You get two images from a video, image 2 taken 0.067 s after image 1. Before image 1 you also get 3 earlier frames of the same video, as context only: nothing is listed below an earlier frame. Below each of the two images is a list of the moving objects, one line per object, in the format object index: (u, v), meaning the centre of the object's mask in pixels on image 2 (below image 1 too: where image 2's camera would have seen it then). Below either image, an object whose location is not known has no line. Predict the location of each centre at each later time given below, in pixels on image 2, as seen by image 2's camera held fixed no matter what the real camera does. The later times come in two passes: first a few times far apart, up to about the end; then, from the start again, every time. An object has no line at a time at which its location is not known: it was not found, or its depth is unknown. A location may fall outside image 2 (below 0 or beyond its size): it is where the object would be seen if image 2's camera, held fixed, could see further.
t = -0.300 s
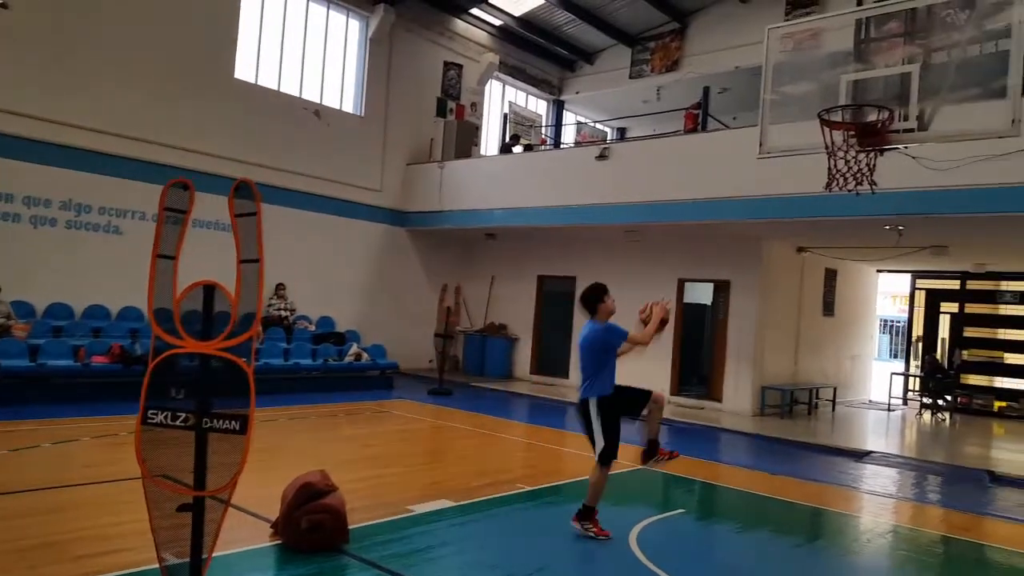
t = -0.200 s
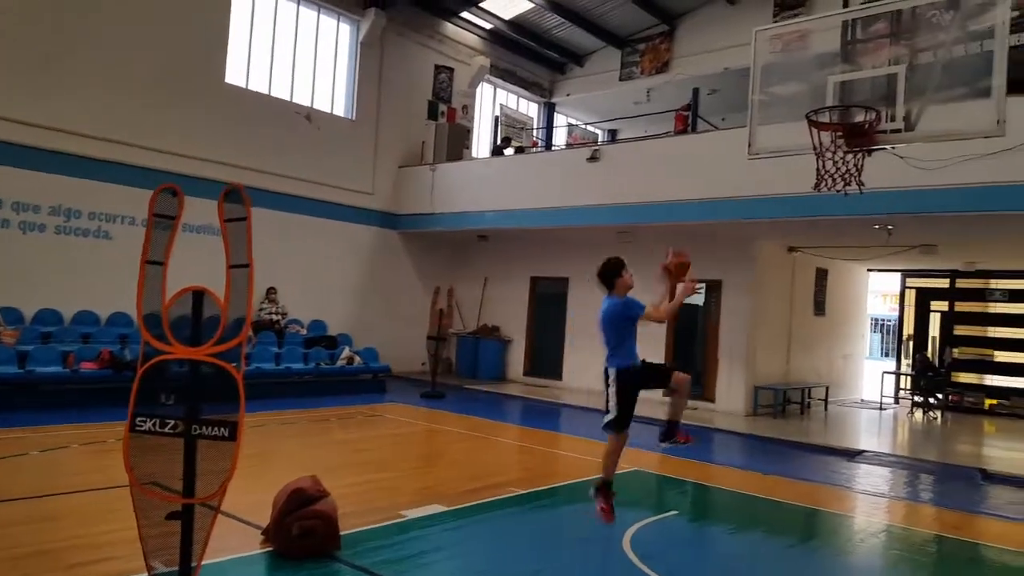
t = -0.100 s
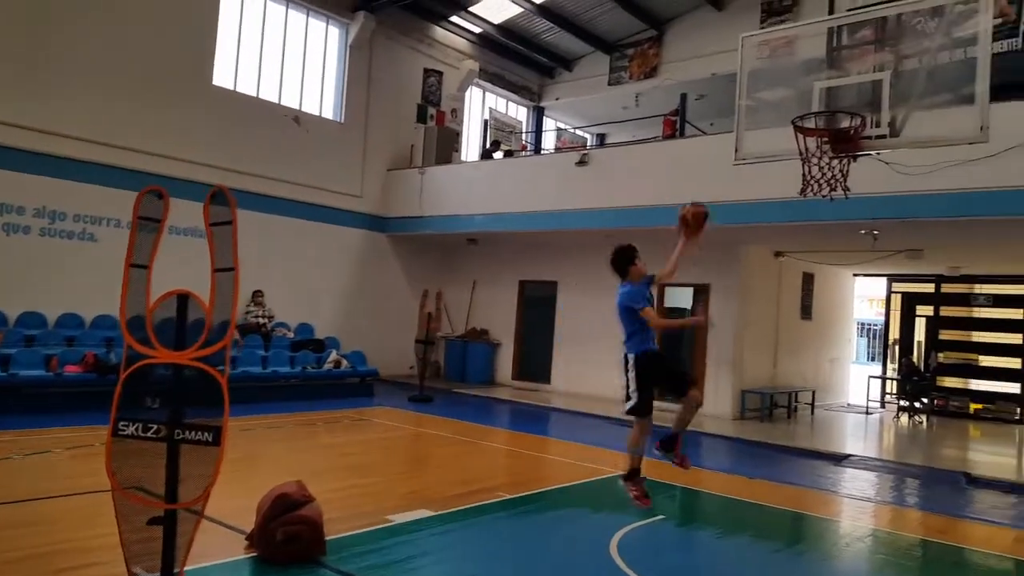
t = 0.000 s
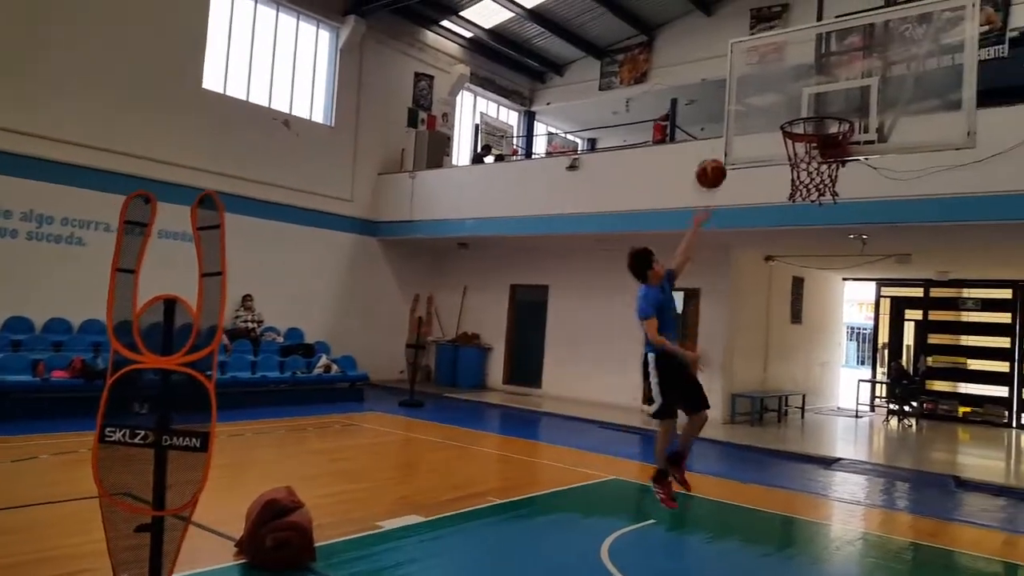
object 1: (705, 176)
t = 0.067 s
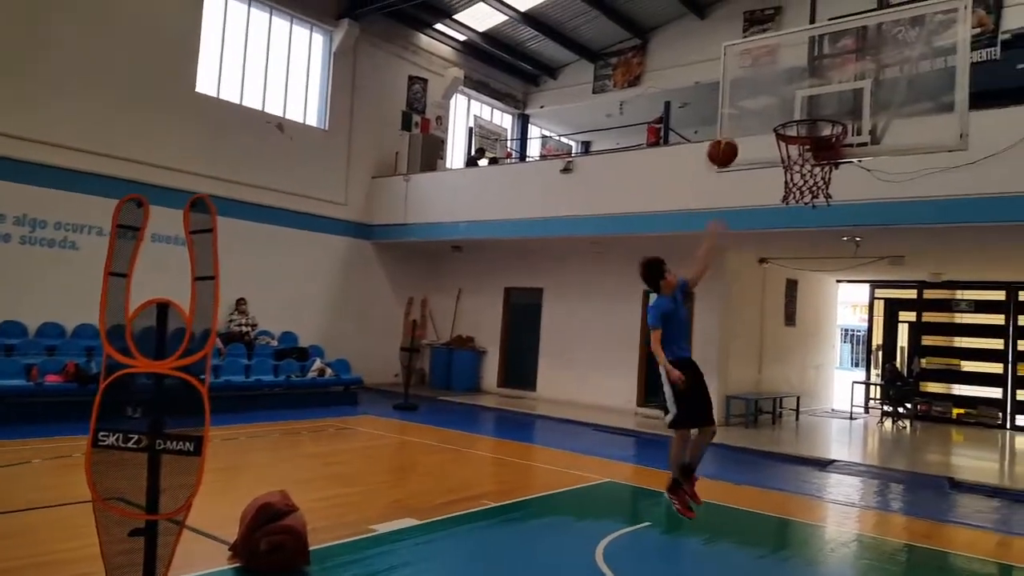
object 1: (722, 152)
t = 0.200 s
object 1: (757, 119)
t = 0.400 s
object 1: (787, 105)
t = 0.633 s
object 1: (812, 128)
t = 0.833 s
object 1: (832, 161)
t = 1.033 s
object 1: (820, 201)
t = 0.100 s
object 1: (731, 142)
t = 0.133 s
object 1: (740, 133)
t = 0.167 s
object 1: (748, 126)
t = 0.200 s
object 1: (757, 119)
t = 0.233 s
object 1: (765, 114)
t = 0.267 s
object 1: (773, 111)
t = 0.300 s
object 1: (780, 108)
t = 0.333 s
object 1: (783, 106)
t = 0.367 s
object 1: (785, 105)
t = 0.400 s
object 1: (787, 105)
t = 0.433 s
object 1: (789, 107)
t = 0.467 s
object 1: (792, 110)
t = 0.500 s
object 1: (793, 116)
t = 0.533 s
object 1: (794, 124)
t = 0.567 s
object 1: (798, 112)
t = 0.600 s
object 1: (807, 122)
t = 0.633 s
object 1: (812, 128)
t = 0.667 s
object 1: (816, 134)
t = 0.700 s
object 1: (822, 141)
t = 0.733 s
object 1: (825, 146)
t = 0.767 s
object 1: (829, 151)
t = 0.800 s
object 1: (831, 155)
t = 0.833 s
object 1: (832, 161)
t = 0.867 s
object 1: (831, 165)
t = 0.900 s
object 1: (830, 170)
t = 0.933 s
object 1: (829, 175)
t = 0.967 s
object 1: (826, 182)
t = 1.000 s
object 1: (824, 191)
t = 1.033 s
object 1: (820, 201)
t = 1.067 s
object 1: (818, 214)
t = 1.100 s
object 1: (815, 226)
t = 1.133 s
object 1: (813, 241)
